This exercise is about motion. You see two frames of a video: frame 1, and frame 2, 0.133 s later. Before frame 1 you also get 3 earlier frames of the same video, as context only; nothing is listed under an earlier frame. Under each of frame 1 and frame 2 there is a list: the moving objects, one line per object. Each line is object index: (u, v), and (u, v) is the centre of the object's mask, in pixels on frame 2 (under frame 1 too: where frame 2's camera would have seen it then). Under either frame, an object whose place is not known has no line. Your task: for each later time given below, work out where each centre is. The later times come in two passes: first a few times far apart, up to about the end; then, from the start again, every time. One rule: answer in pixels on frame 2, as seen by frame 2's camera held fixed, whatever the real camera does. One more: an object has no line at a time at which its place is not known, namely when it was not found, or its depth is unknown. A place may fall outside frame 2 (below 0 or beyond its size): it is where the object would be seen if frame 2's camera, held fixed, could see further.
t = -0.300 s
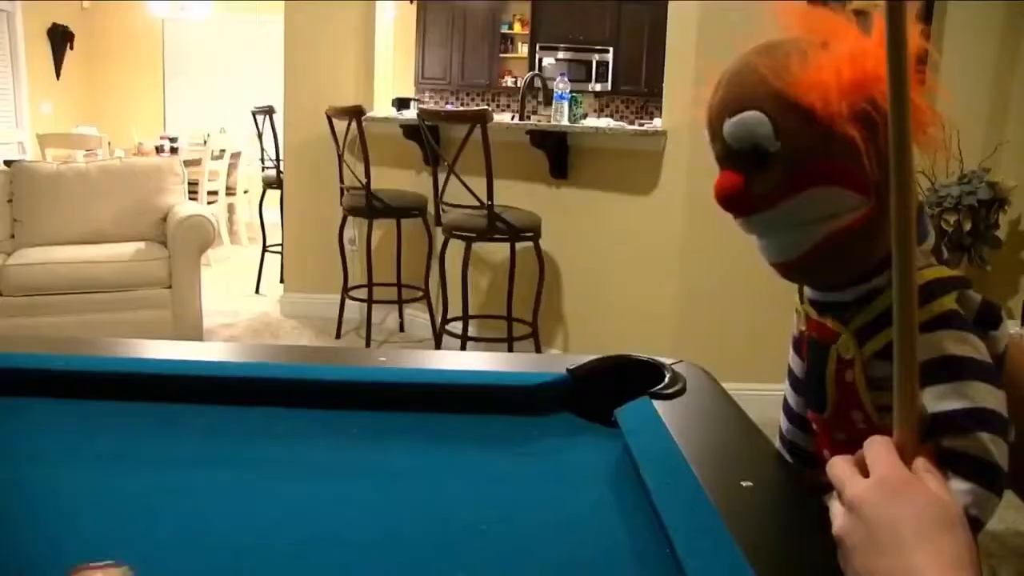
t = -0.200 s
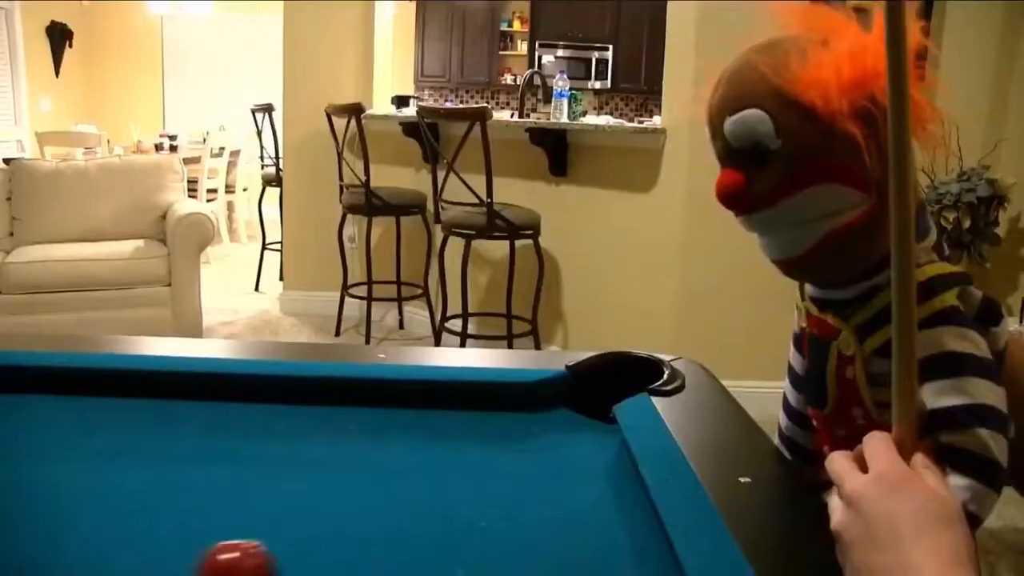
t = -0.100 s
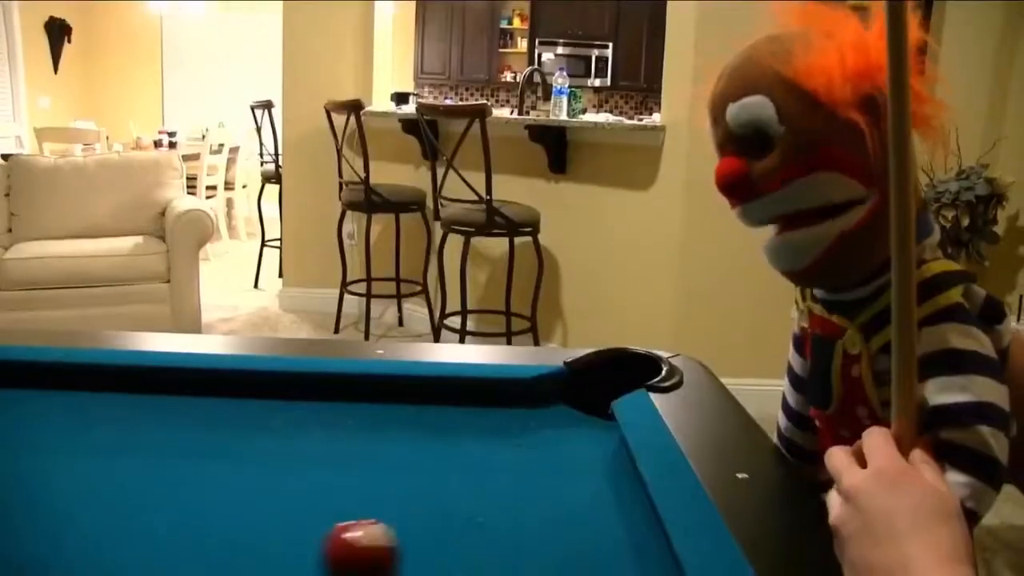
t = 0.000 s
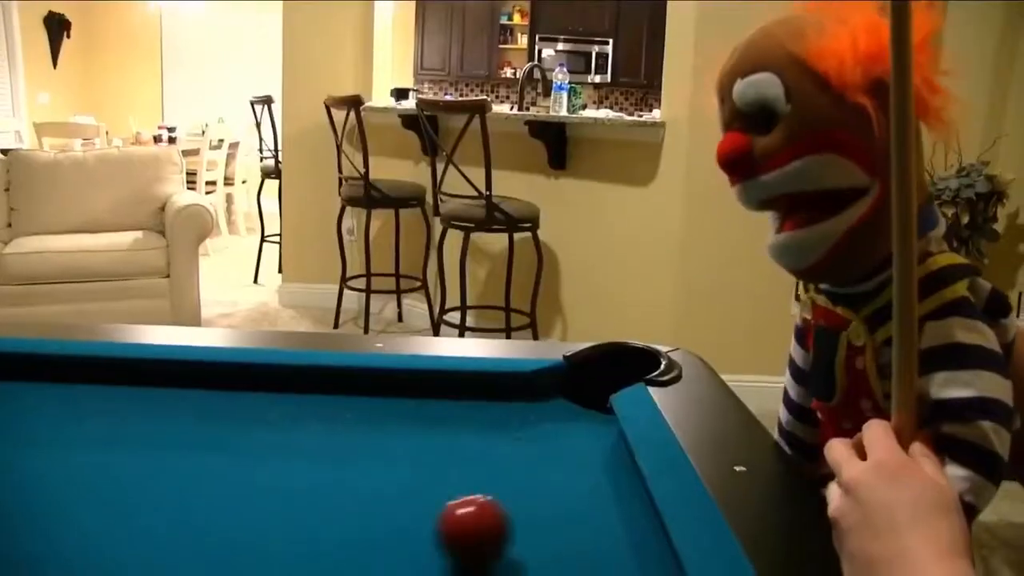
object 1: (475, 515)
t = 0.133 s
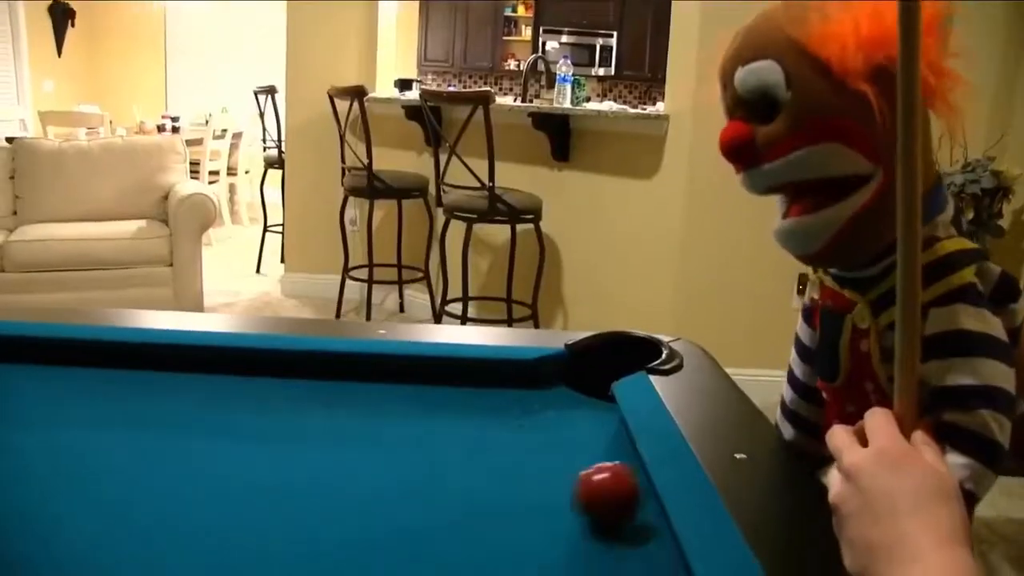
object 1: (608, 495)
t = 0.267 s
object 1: (553, 478)
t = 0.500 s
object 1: (448, 454)
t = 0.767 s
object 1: (347, 432)
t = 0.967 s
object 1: (282, 416)
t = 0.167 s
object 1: (617, 490)
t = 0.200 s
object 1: (593, 485)
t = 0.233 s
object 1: (573, 483)
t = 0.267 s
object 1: (553, 478)
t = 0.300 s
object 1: (537, 475)
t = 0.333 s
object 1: (522, 470)
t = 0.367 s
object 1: (506, 468)
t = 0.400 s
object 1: (491, 465)
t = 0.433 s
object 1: (476, 461)
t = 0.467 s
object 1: (462, 458)
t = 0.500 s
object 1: (448, 454)
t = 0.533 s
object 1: (435, 452)
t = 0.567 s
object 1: (421, 449)
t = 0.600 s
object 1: (408, 445)
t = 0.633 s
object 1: (395, 443)
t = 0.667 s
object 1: (383, 440)
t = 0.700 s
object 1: (371, 436)
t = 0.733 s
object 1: (359, 434)
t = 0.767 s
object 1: (347, 432)
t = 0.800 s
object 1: (336, 429)
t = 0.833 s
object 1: (325, 426)
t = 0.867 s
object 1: (314, 423)
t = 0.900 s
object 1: (303, 421)
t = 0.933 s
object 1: (292, 419)
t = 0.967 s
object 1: (282, 416)
